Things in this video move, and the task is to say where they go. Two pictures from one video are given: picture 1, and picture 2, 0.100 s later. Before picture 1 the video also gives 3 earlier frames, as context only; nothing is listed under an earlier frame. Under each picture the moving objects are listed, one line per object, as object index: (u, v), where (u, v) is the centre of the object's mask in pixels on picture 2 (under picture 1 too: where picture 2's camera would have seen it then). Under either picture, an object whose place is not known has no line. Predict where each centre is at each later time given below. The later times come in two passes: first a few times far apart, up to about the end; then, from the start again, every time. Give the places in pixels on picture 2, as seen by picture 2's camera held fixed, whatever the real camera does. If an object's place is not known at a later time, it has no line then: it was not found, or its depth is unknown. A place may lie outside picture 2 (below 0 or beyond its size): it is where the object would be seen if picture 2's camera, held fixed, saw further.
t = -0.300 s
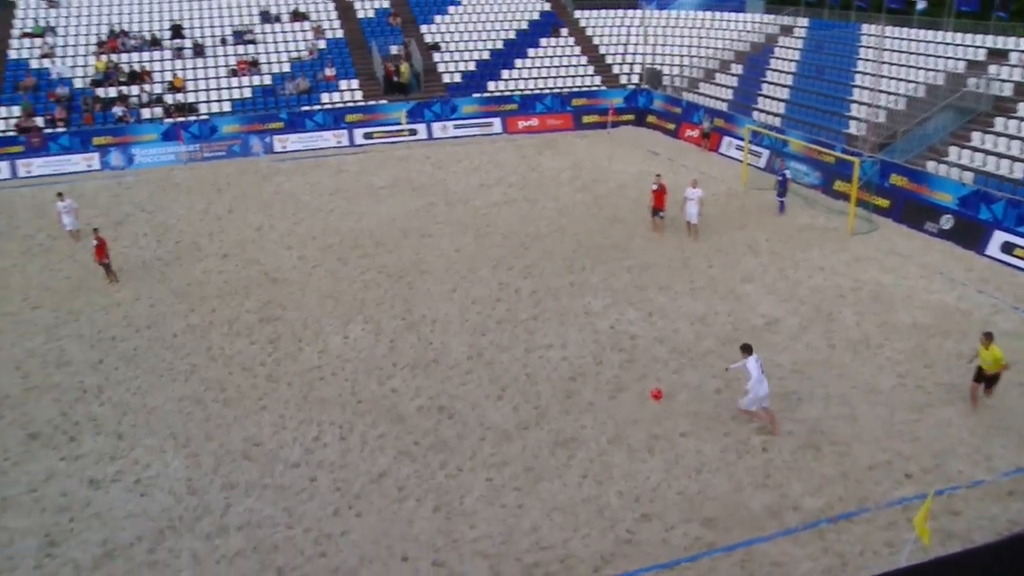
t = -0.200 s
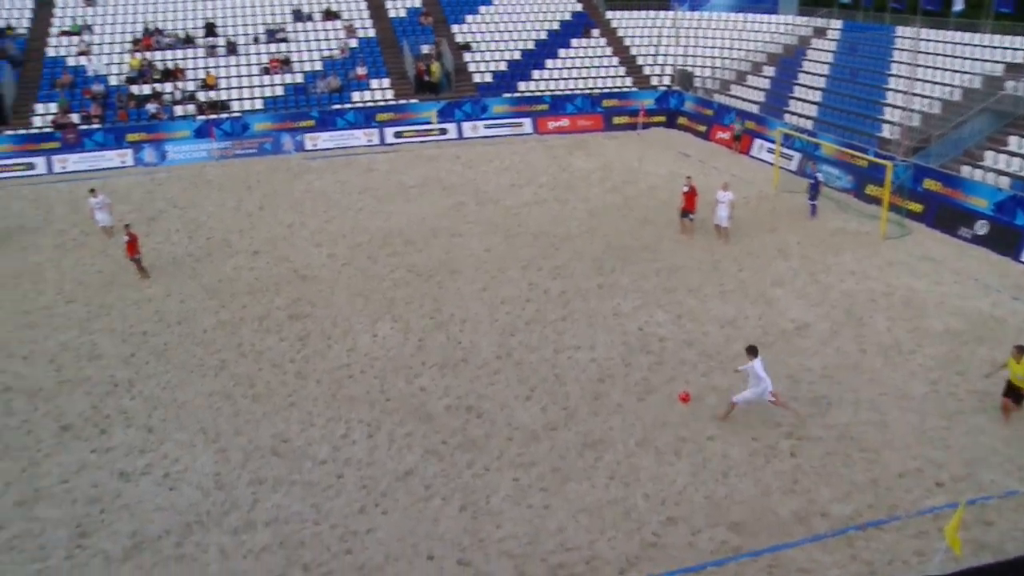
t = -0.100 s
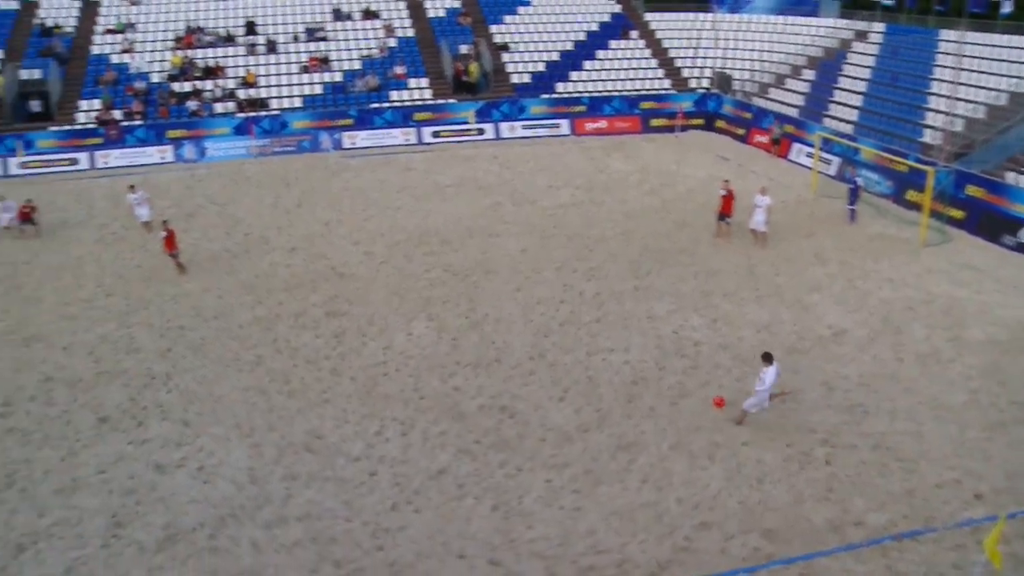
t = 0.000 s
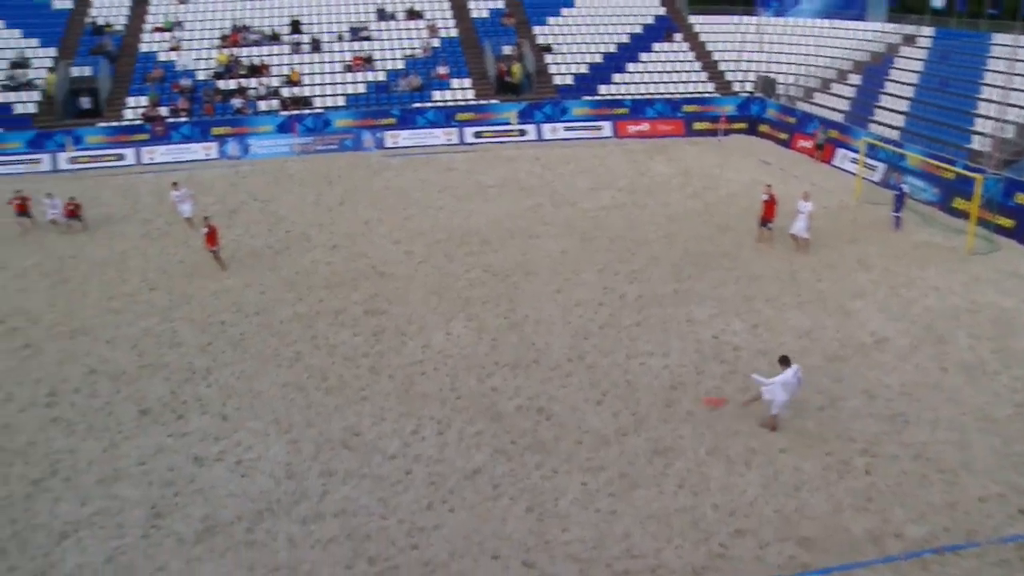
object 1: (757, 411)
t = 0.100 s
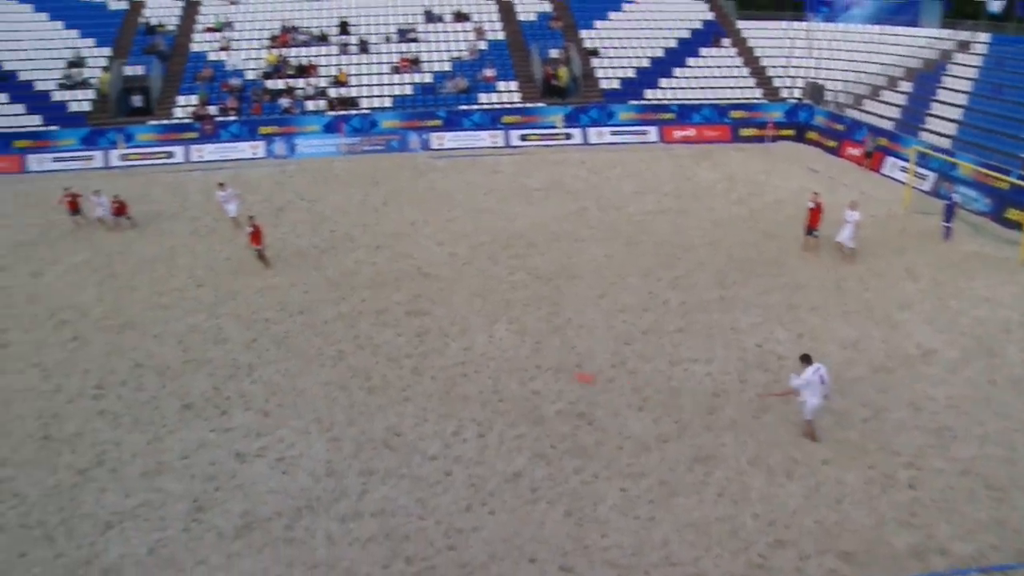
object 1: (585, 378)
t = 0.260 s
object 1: (343, 329)
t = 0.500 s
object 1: (72, 272)
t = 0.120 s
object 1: (552, 372)
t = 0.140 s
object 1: (519, 366)
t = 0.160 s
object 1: (487, 359)
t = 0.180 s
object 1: (457, 353)
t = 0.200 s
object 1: (427, 347)
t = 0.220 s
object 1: (398, 340)
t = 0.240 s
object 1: (370, 334)
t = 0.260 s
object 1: (343, 329)
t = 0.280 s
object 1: (316, 323)
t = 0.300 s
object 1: (290, 316)
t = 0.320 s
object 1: (265, 312)
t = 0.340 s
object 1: (241, 306)
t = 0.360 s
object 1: (218, 301)
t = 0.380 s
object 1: (196, 297)
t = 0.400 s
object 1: (173, 291)
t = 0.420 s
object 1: (152, 288)
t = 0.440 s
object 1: (131, 283)
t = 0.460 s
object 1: (111, 279)
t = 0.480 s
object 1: (91, 276)
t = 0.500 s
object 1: (72, 272)
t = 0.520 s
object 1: (53, 267)
